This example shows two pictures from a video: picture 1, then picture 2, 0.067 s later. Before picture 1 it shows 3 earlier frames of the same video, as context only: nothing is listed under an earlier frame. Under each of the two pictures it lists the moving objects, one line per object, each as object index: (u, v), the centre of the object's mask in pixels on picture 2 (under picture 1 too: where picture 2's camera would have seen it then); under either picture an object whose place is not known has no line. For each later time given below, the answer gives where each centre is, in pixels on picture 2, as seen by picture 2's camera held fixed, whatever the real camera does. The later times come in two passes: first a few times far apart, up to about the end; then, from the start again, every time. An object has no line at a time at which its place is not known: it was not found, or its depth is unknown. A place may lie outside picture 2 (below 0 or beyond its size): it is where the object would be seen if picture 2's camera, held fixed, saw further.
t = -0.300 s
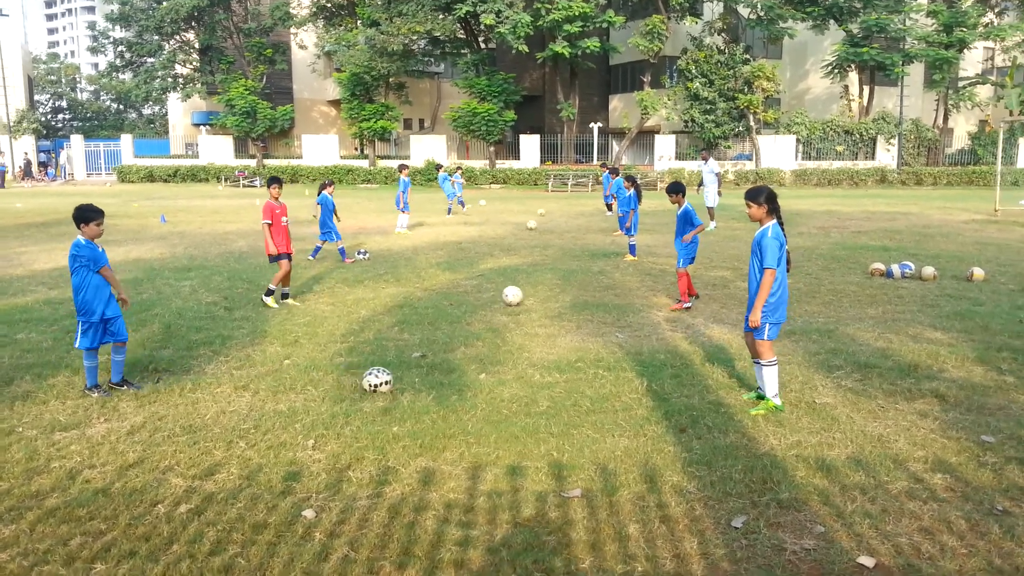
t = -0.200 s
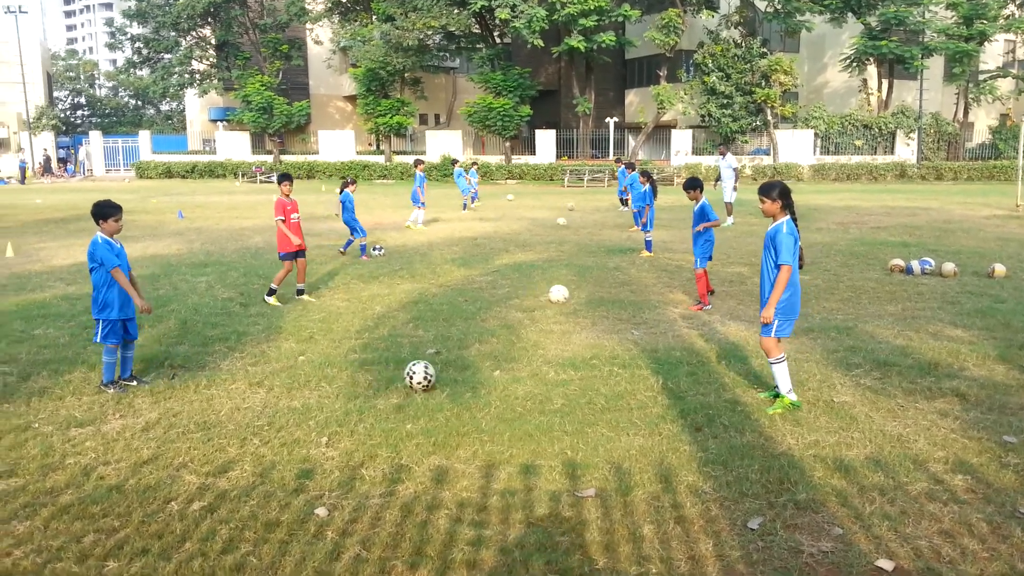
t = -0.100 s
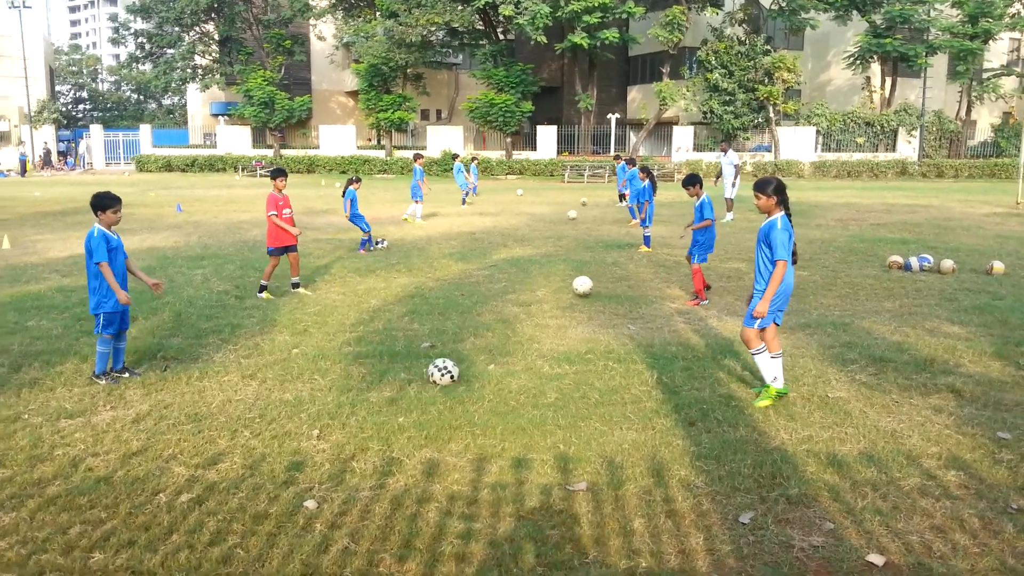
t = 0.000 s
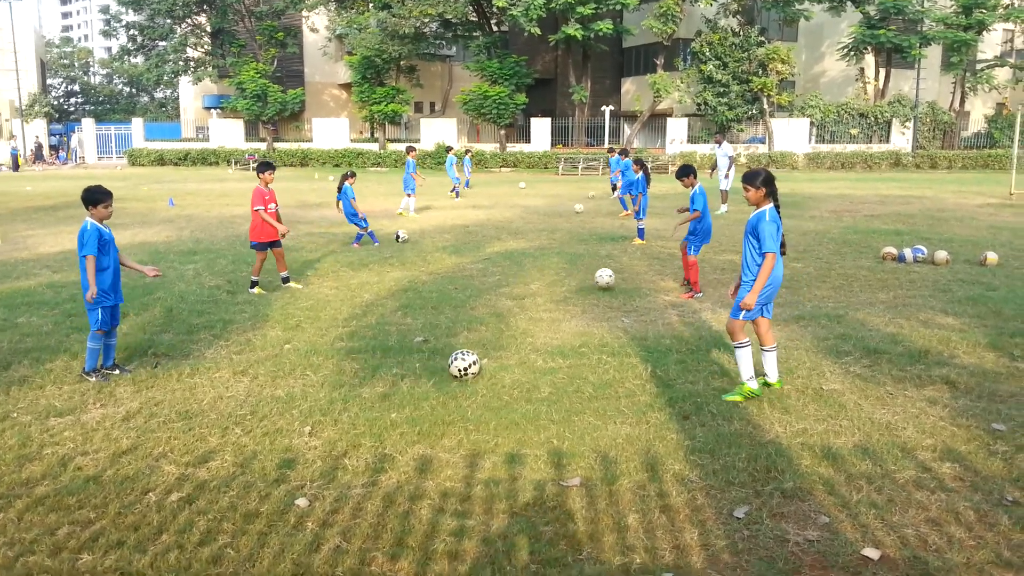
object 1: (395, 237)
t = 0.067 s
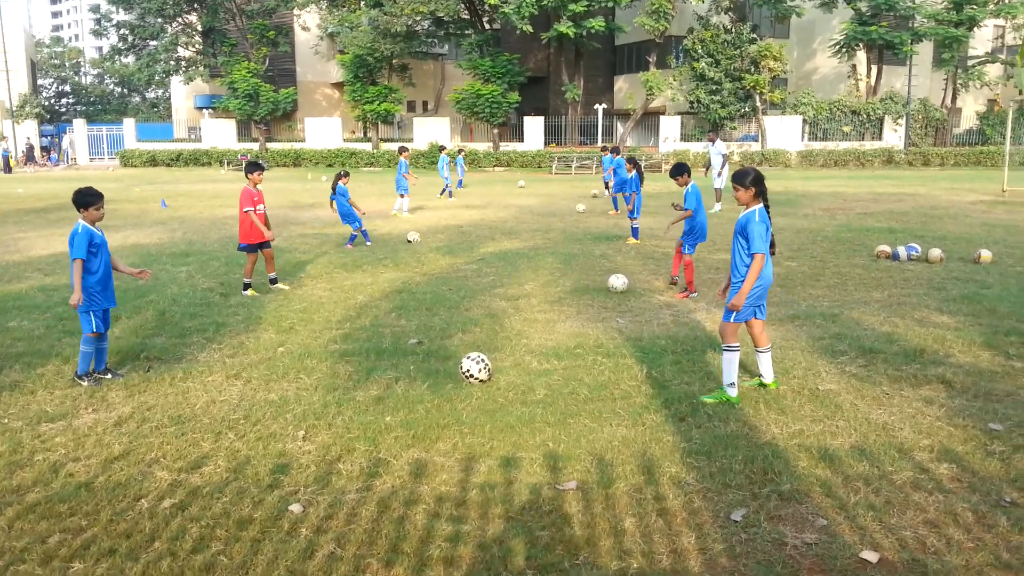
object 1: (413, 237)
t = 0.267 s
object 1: (451, 236)
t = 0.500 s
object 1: (480, 235)
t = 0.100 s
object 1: (420, 237)
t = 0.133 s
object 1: (428, 237)
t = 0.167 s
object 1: (434, 237)
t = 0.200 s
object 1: (440, 237)
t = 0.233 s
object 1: (447, 237)
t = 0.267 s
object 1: (451, 236)
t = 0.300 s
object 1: (456, 235)
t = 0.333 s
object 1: (460, 235)
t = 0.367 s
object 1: (464, 235)
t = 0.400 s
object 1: (468, 236)
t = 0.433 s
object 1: (473, 235)
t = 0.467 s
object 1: (476, 236)
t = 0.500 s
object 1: (480, 235)
